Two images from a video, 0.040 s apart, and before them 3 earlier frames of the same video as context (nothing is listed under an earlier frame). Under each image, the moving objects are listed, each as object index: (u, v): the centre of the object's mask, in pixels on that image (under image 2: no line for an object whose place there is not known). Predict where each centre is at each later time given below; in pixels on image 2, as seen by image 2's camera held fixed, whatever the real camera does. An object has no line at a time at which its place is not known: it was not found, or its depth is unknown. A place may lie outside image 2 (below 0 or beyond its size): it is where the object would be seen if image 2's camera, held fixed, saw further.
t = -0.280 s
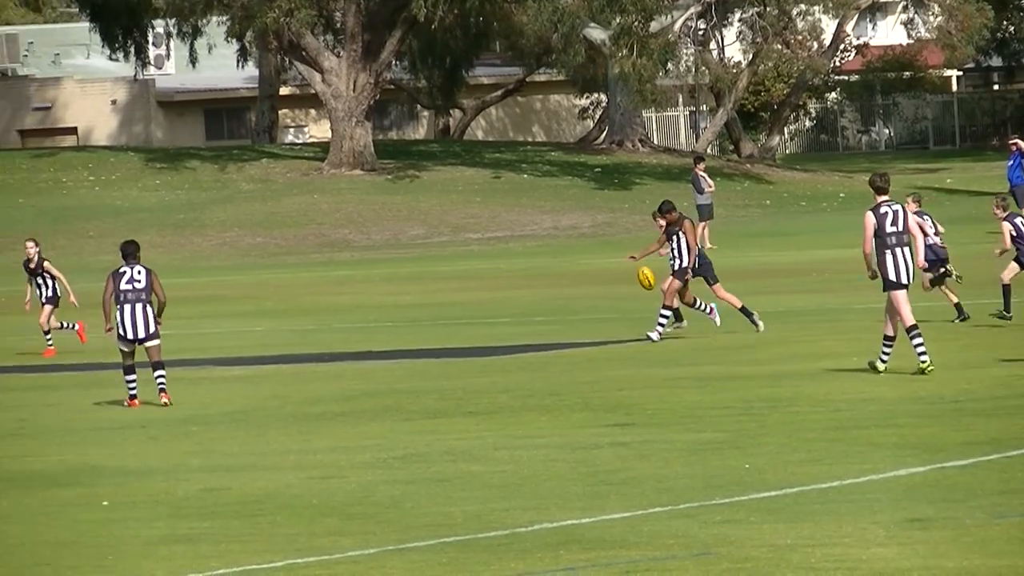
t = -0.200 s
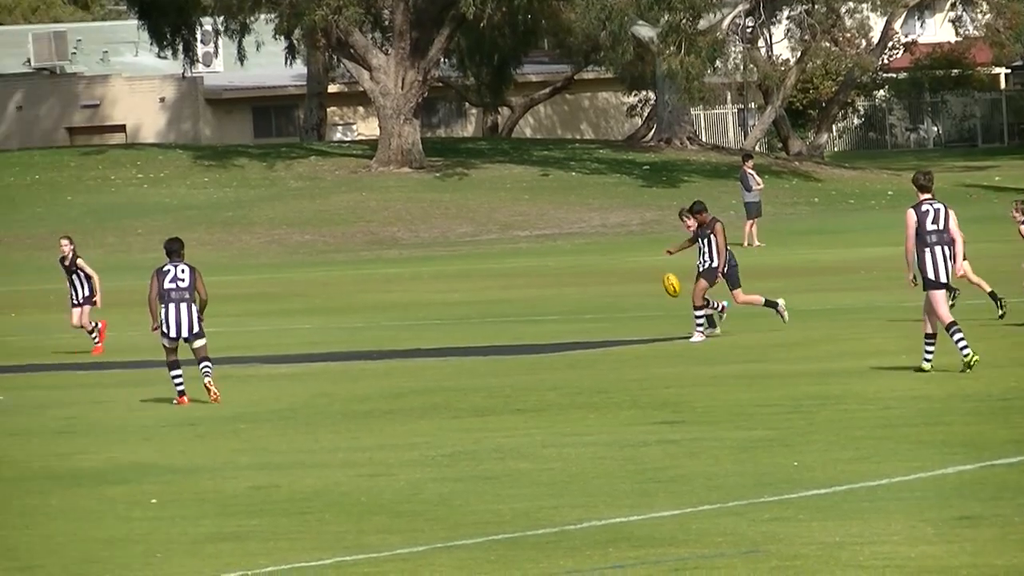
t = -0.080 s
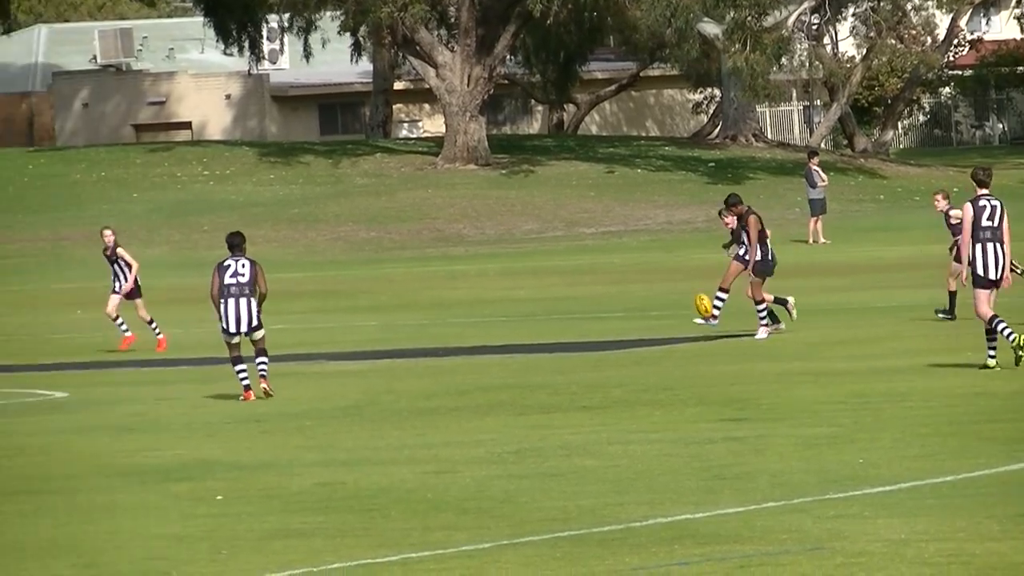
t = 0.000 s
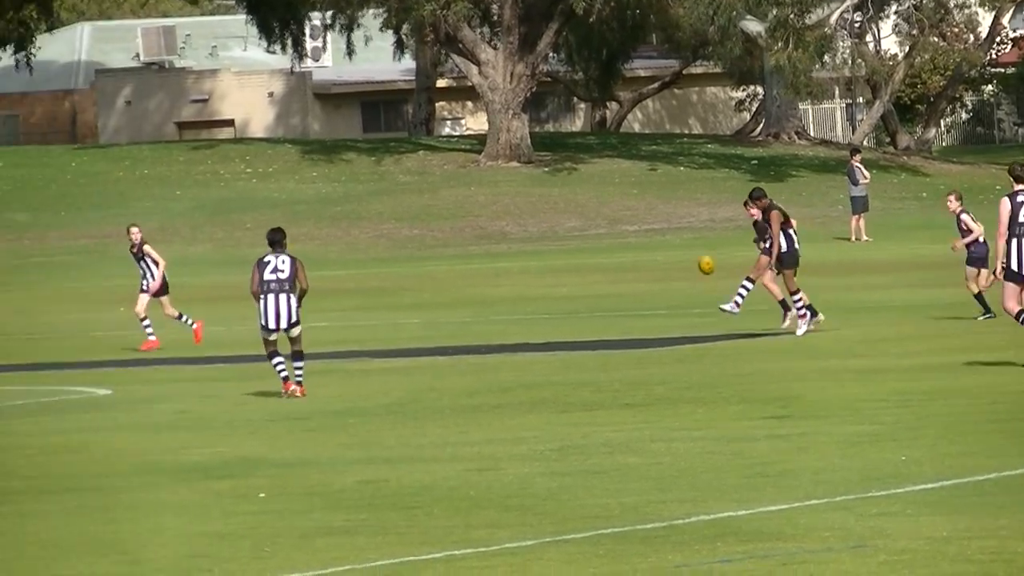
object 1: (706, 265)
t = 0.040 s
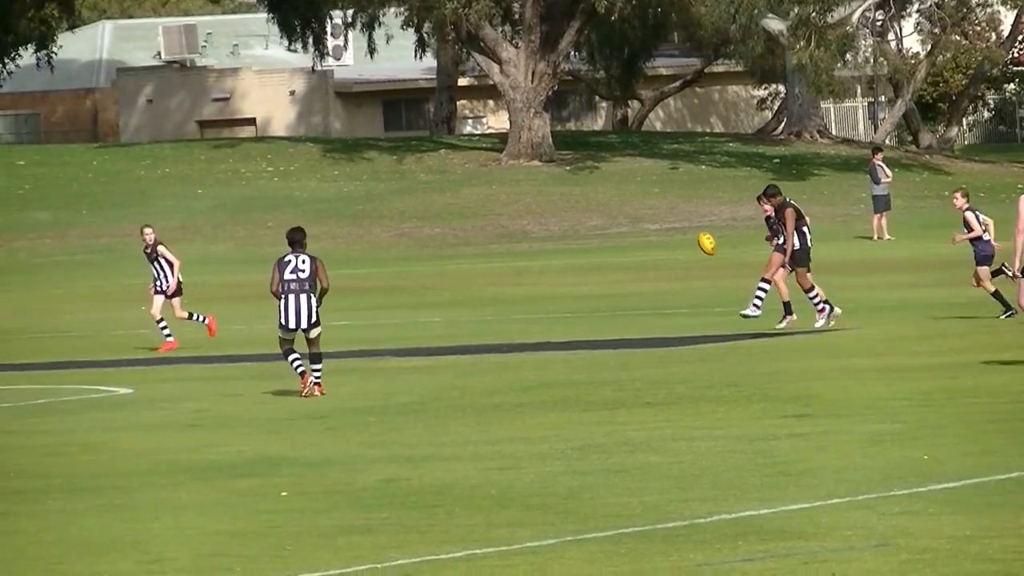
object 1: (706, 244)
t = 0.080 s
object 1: (686, 225)
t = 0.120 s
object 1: (666, 208)
